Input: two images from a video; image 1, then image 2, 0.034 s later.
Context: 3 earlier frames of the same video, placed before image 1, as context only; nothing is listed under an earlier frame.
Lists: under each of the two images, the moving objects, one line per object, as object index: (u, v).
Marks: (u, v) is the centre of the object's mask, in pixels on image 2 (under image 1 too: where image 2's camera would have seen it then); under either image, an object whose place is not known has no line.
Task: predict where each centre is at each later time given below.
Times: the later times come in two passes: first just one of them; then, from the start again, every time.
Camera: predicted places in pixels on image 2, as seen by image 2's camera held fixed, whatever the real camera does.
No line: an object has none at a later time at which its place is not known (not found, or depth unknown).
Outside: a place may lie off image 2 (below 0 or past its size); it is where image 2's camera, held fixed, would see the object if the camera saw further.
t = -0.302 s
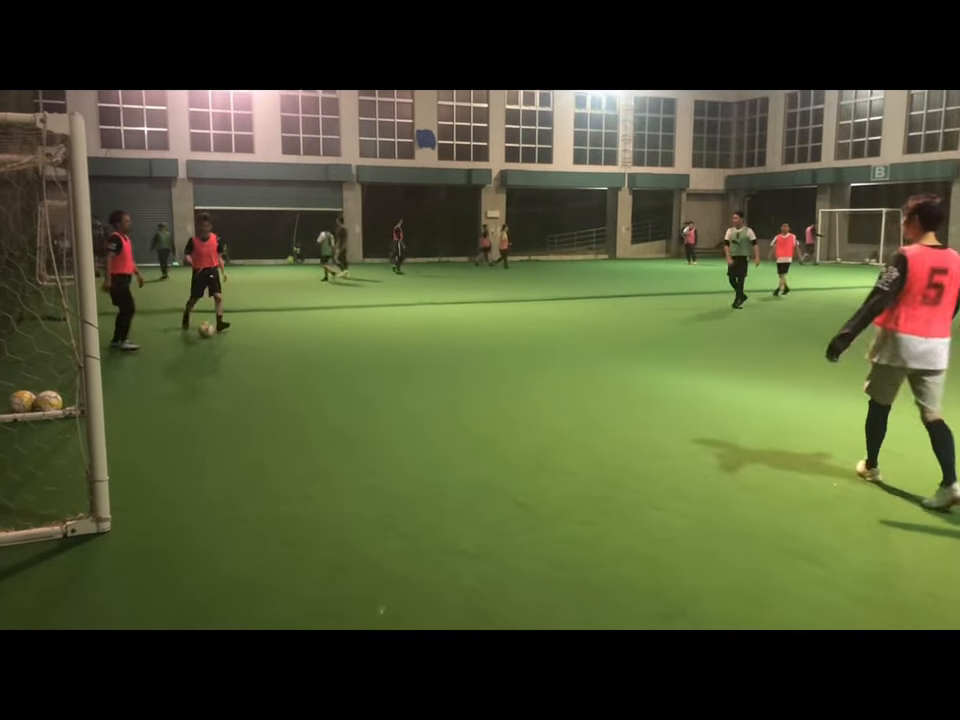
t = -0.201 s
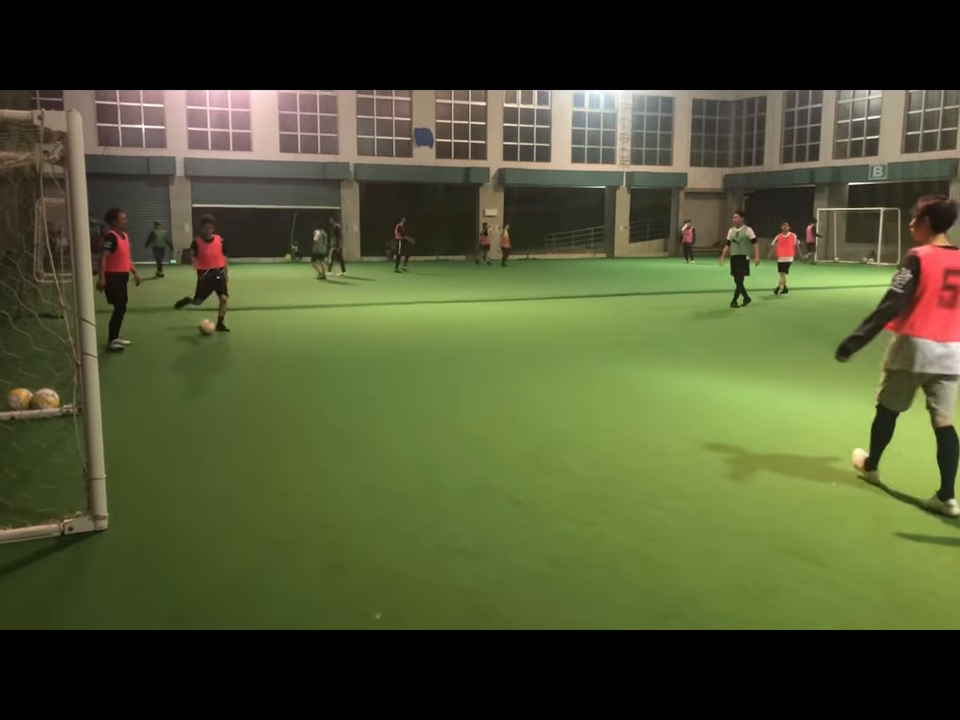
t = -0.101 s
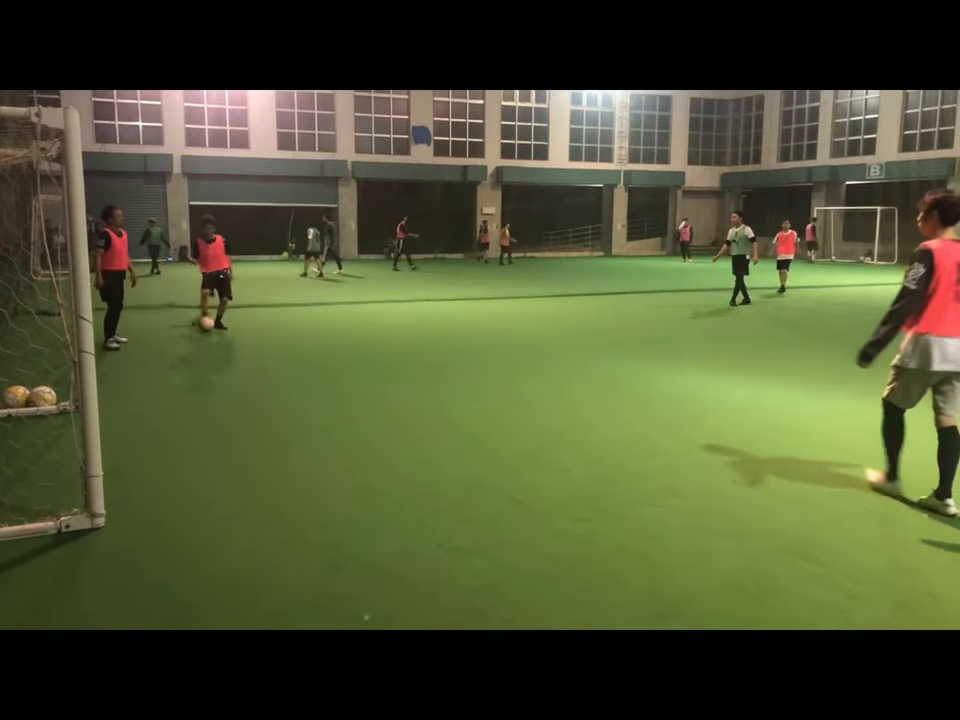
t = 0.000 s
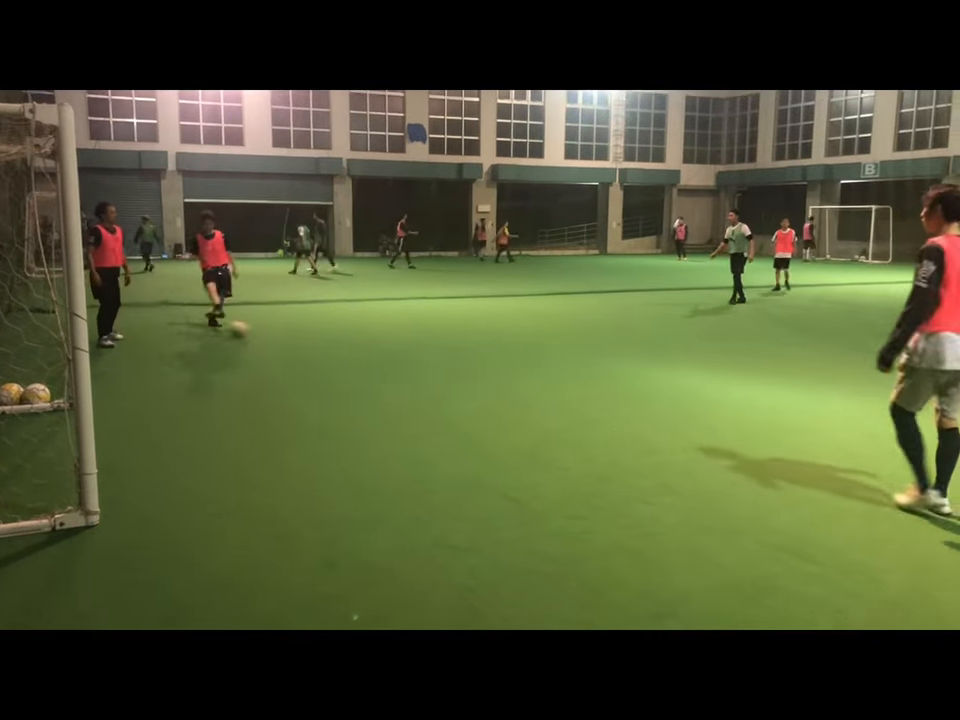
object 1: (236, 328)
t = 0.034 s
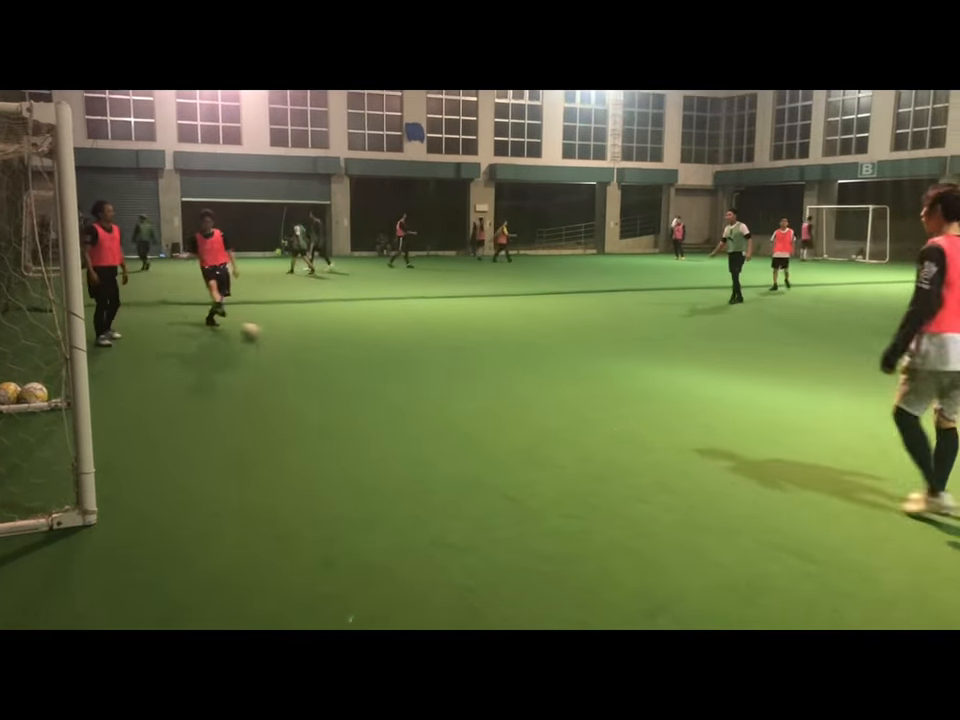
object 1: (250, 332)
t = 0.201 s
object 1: (331, 349)
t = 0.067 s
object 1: (266, 335)
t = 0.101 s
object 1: (281, 338)
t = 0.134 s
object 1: (296, 342)
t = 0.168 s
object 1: (315, 346)
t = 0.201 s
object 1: (331, 349)
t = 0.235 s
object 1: (347, 352)
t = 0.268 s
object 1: (364, 356)
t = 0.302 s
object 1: (381, 359)
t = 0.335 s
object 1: (398, 362)
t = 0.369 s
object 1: (415, 366)
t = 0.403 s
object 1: (432, 370)
